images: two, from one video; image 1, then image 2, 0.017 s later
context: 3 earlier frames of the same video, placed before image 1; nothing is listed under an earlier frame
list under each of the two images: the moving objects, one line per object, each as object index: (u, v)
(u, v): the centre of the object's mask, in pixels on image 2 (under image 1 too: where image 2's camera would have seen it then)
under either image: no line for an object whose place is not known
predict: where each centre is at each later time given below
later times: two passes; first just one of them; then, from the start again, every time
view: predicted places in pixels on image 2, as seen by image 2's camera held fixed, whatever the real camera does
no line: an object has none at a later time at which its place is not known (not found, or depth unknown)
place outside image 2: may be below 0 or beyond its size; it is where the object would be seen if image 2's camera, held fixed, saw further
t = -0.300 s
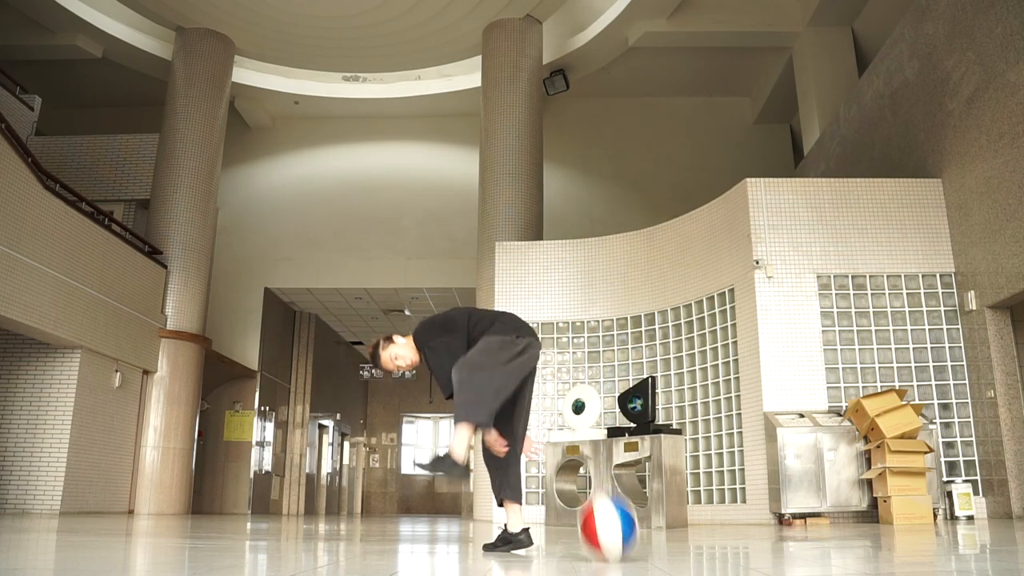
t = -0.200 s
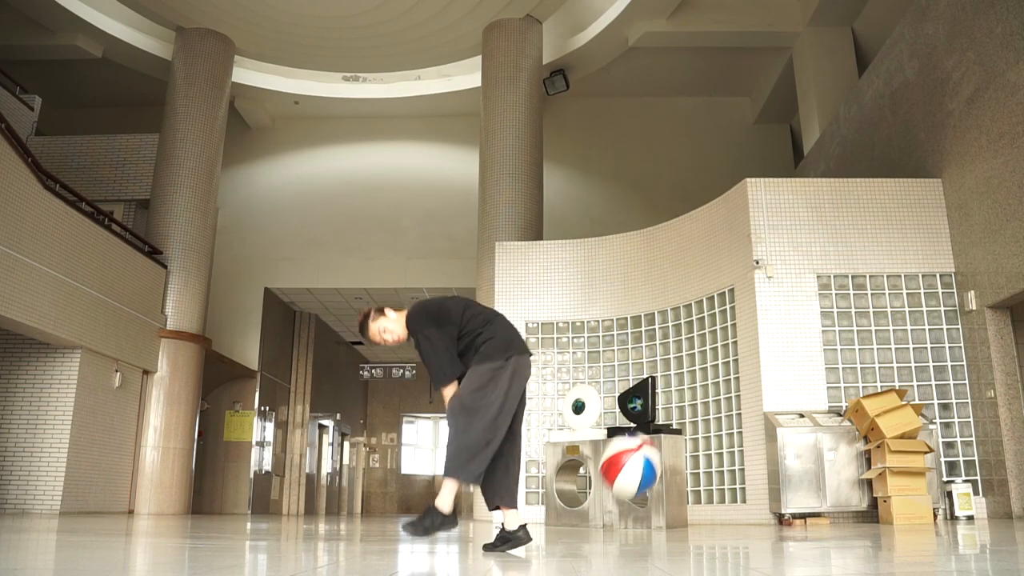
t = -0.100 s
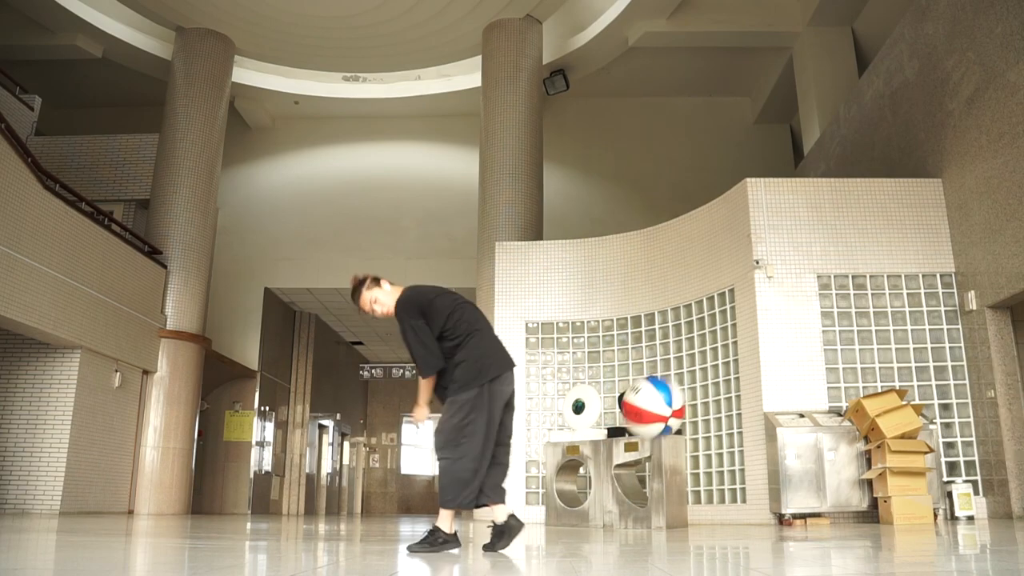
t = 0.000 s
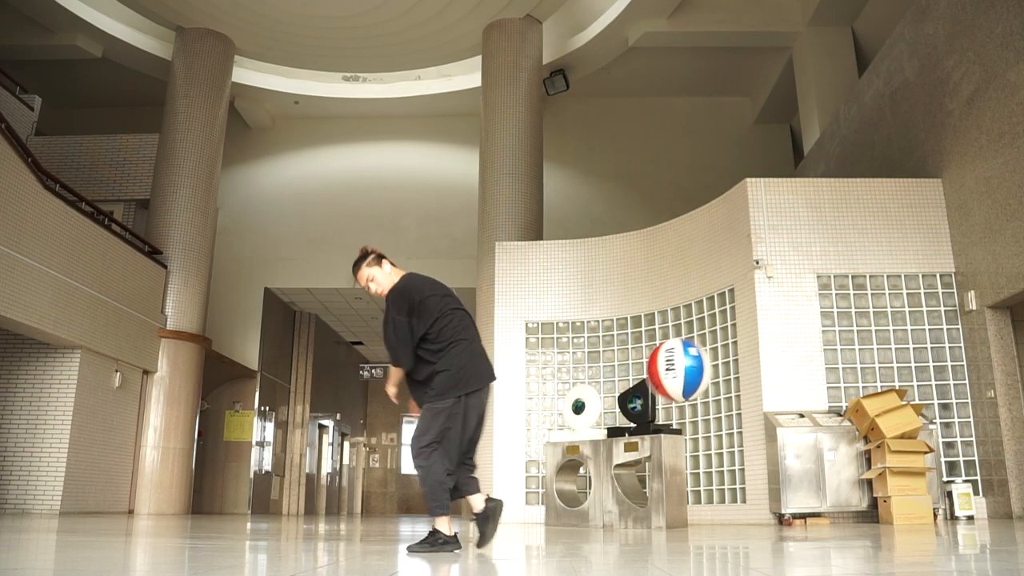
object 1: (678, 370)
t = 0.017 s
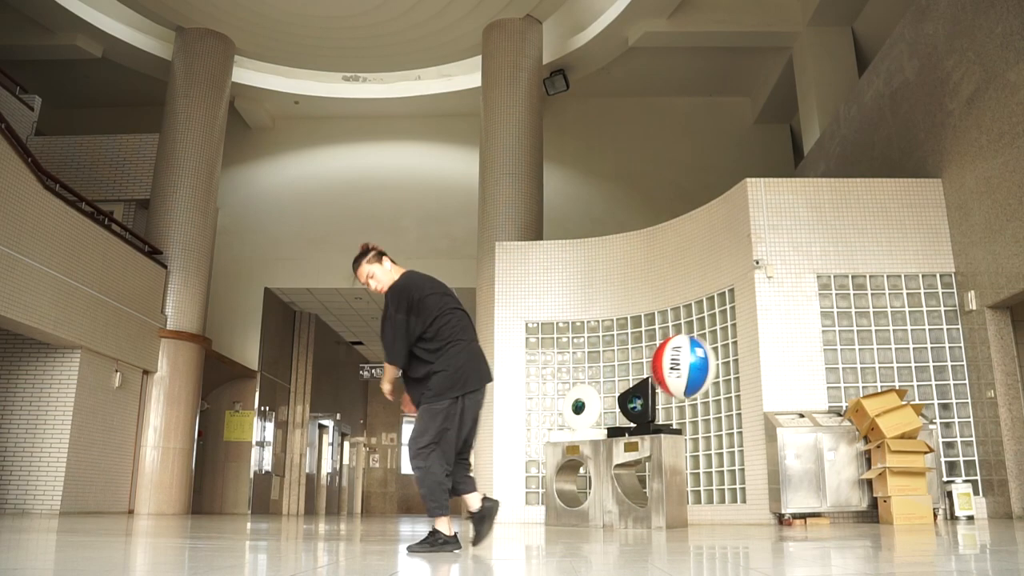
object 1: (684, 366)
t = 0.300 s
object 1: (775, 419)
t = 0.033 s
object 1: (688, 363)
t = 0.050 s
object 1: (692, 361)
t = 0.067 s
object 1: (697, 359)
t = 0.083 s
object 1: (702, 358)
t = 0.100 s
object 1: (706, 358)
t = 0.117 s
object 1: (711, 358)
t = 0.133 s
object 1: (716, 359)
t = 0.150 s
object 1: (721, 362)
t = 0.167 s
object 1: (726, 364)
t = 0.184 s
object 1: (731, 367)
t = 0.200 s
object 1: (737, 372)
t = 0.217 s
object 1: (743, 378)
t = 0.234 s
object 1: (749, 383)
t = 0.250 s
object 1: (755, 391)
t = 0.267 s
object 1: (761, 398)
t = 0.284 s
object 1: (768, 408)
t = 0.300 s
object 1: (775, 419)
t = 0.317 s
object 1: (783, 432)
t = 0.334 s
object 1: (787, 444)
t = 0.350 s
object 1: (794, 457)
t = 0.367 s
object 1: (800, 471)
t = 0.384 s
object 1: (806, 489)
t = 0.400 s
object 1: (814, 504)
